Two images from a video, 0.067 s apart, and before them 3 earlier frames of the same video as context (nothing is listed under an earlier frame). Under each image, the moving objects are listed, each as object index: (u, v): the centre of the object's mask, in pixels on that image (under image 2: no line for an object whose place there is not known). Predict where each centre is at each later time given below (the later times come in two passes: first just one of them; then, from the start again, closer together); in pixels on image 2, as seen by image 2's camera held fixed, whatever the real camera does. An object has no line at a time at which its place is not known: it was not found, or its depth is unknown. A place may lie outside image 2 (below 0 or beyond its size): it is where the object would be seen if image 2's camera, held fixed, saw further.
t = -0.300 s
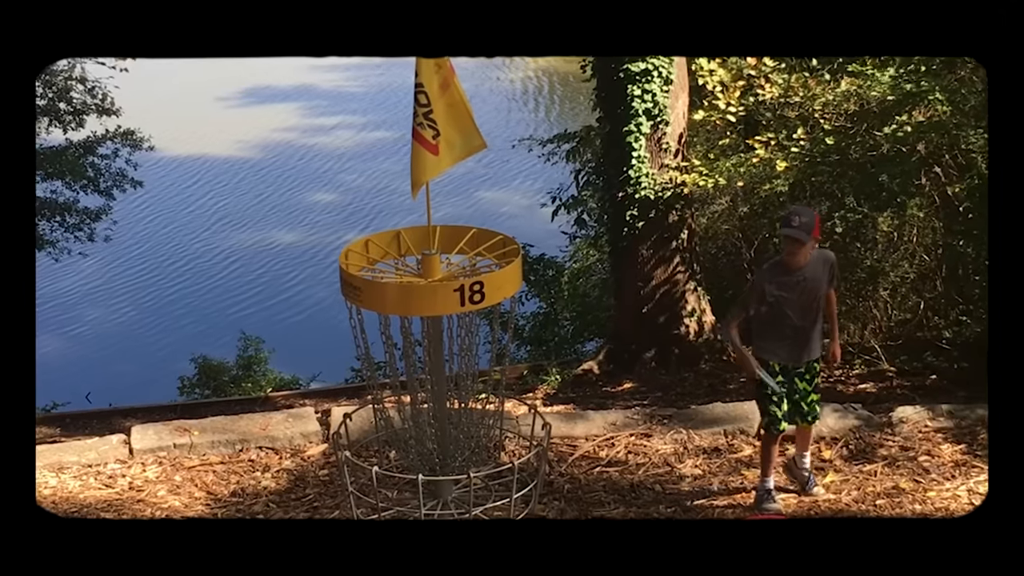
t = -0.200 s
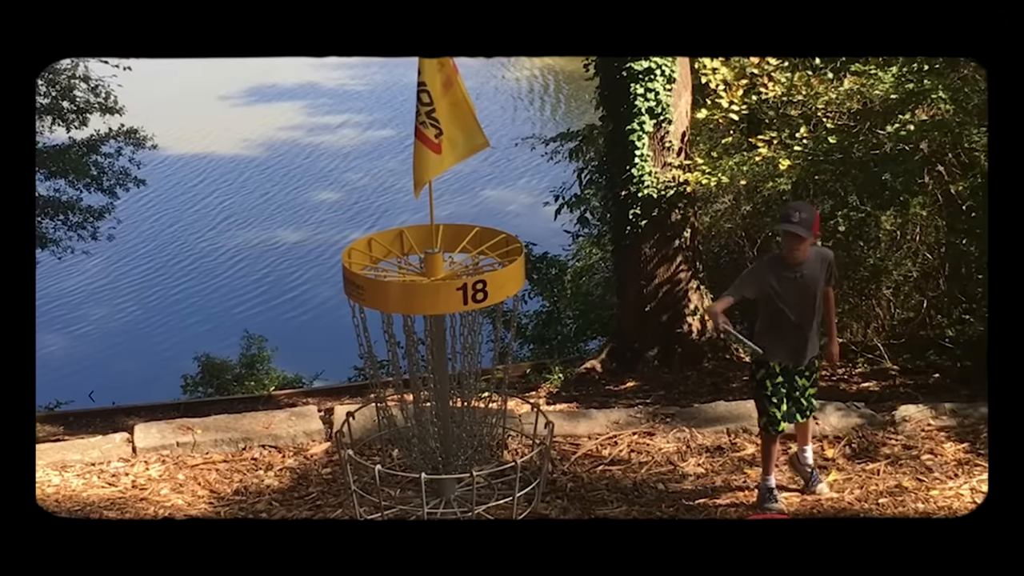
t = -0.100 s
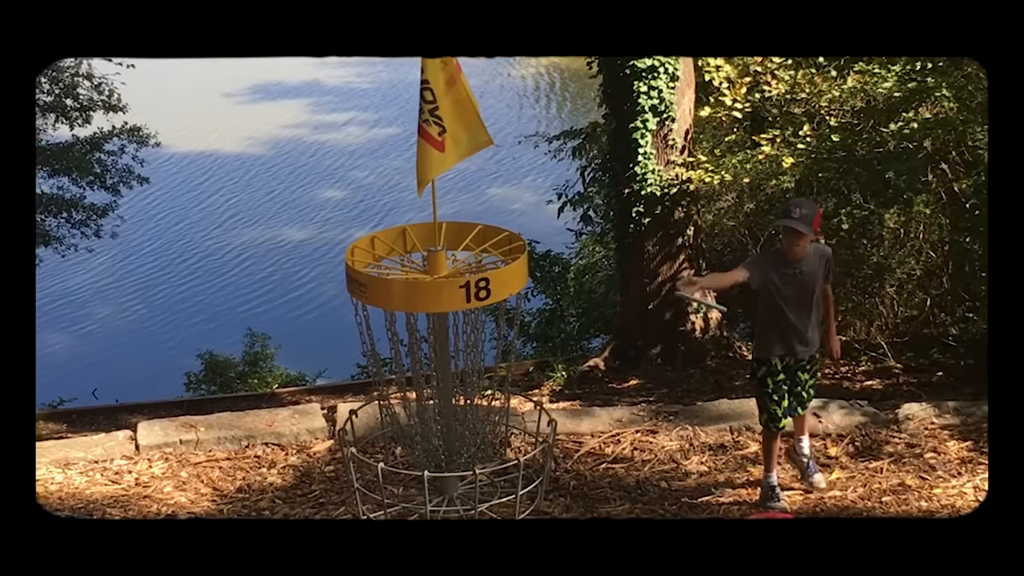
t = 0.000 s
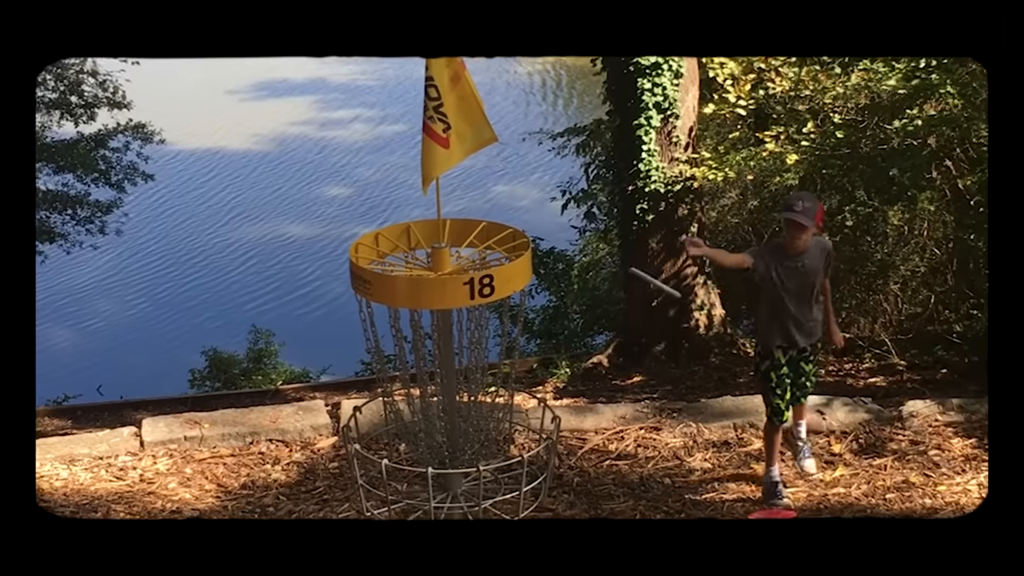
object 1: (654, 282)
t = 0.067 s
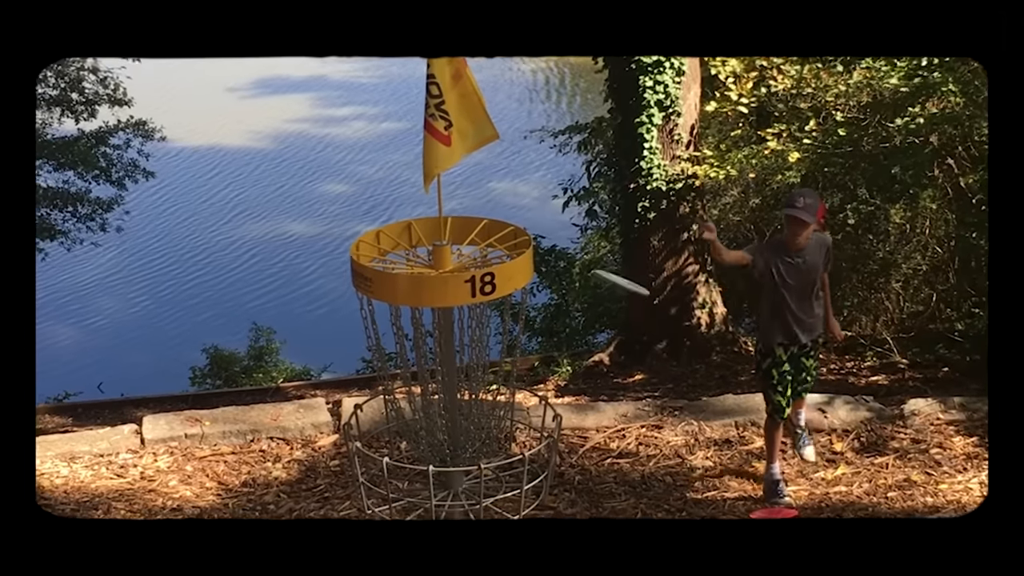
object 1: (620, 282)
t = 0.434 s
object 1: (504, 435)
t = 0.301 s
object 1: (509, 370)
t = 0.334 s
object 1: (507, 376)
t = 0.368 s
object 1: (506, 389)
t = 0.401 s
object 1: (505, 413)
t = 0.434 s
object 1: (504, 435)
